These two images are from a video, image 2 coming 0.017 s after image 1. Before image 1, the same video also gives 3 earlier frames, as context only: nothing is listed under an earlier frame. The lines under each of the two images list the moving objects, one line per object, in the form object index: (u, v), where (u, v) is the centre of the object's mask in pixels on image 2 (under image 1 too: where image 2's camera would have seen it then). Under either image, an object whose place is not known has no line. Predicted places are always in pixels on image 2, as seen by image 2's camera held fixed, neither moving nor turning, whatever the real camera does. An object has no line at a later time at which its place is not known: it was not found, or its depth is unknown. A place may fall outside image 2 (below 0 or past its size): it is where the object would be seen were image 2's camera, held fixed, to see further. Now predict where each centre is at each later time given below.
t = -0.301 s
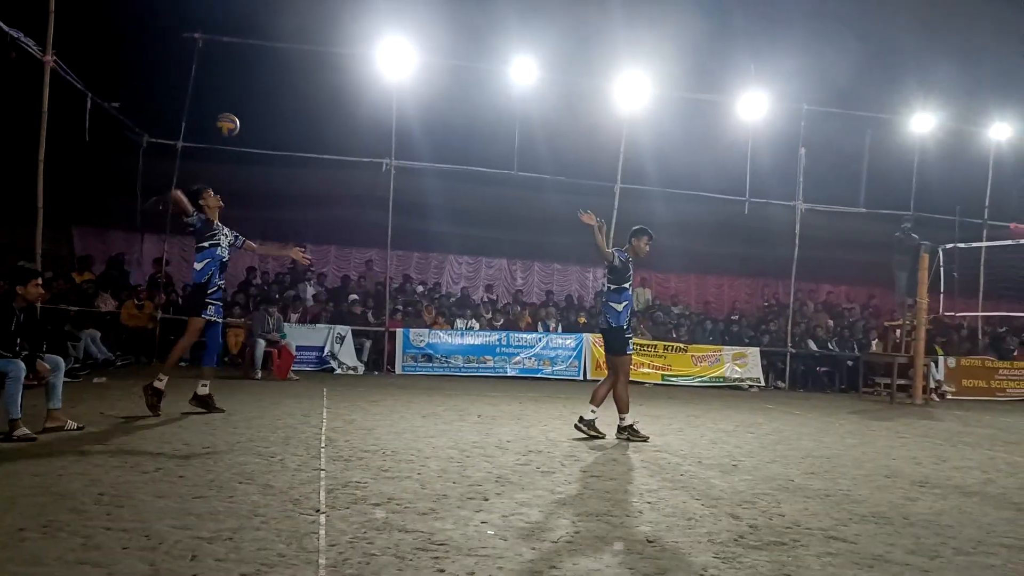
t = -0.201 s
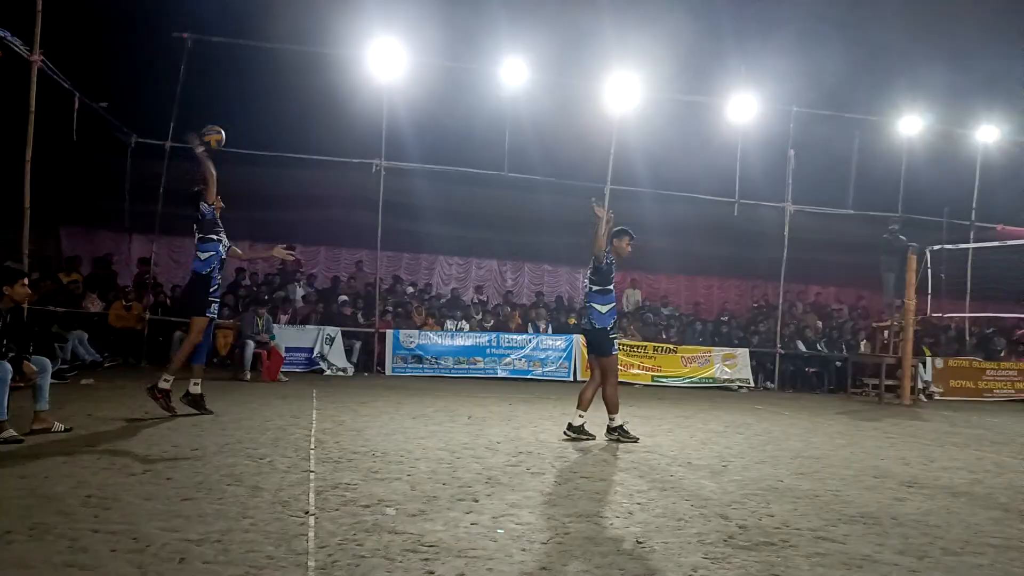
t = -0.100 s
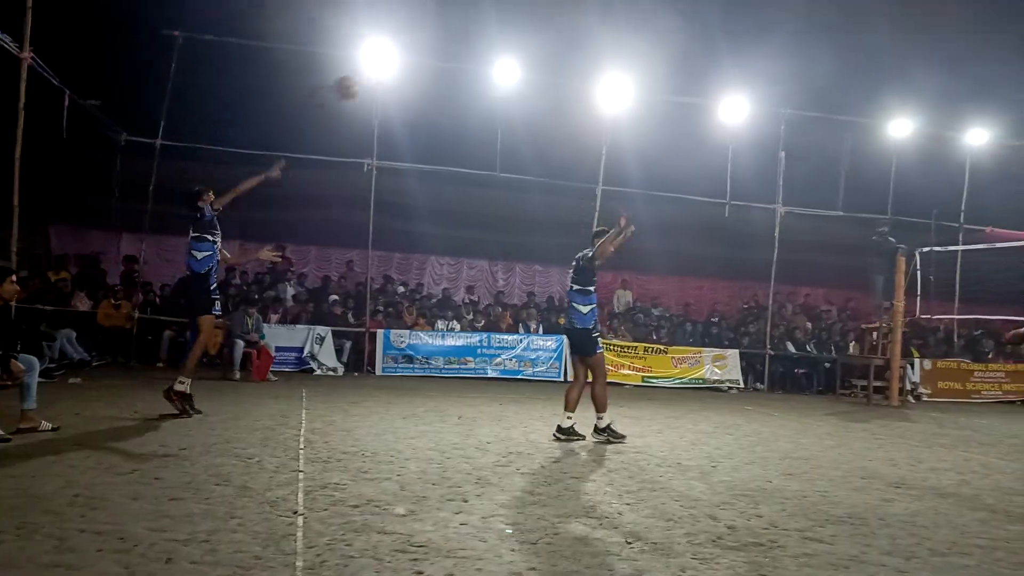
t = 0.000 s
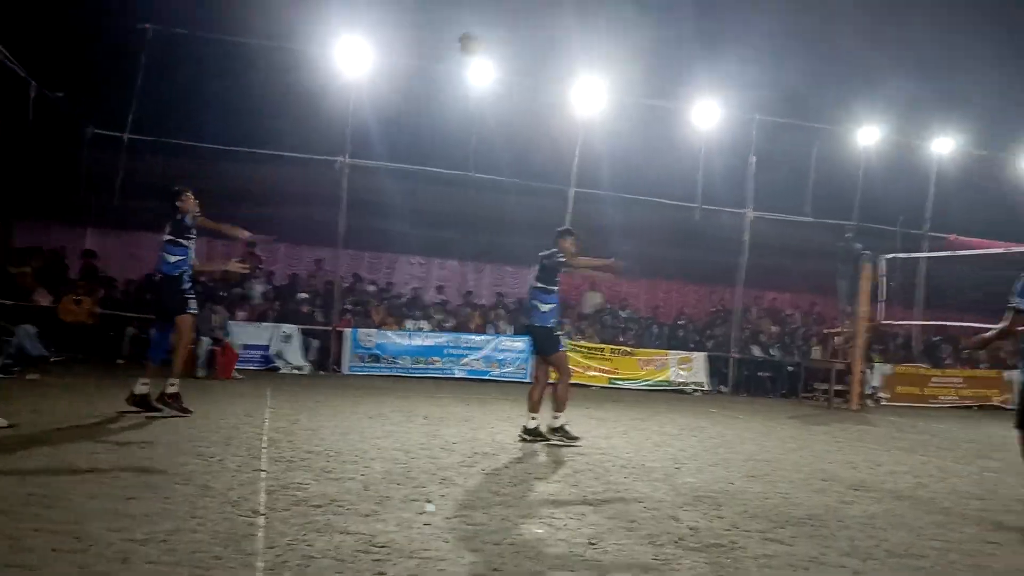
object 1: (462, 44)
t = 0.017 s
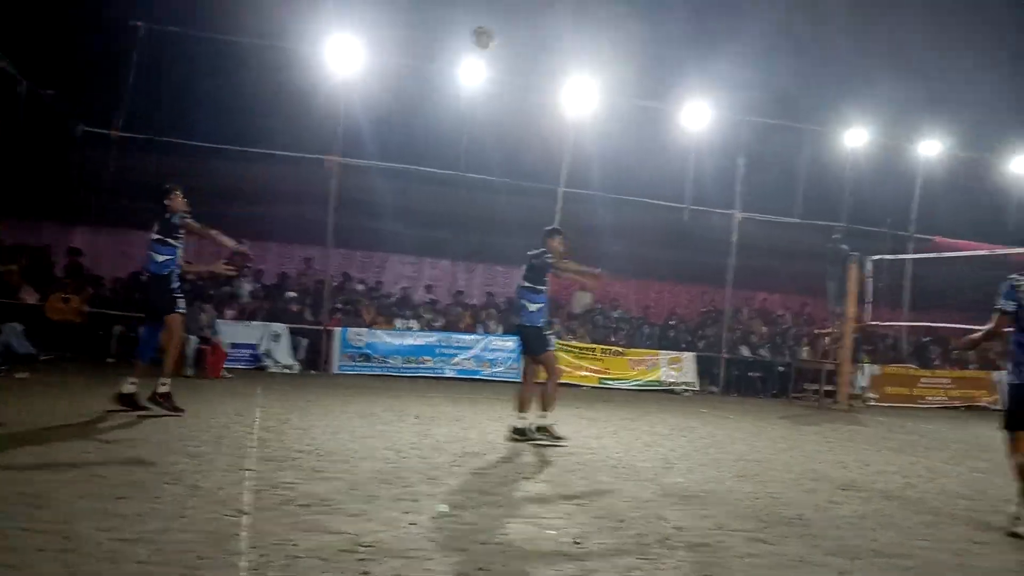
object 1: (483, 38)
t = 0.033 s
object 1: (509, 33)
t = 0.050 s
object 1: (531, 27)
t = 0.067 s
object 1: (553, 24)
